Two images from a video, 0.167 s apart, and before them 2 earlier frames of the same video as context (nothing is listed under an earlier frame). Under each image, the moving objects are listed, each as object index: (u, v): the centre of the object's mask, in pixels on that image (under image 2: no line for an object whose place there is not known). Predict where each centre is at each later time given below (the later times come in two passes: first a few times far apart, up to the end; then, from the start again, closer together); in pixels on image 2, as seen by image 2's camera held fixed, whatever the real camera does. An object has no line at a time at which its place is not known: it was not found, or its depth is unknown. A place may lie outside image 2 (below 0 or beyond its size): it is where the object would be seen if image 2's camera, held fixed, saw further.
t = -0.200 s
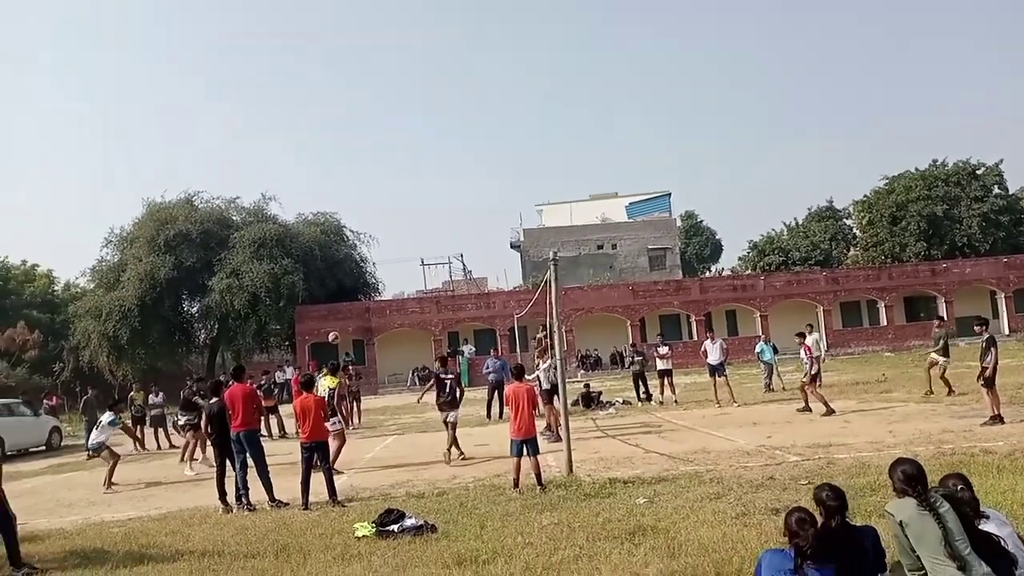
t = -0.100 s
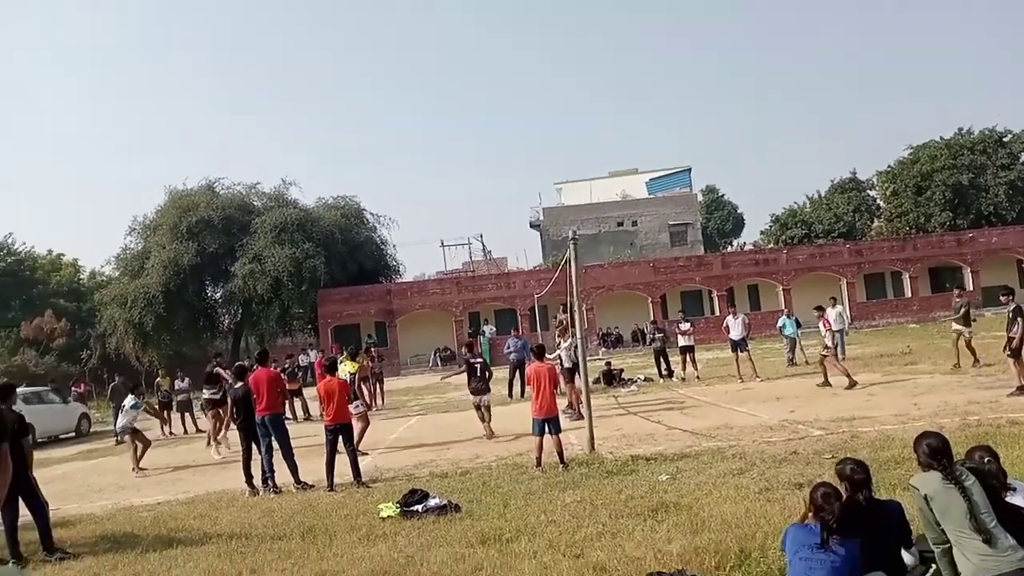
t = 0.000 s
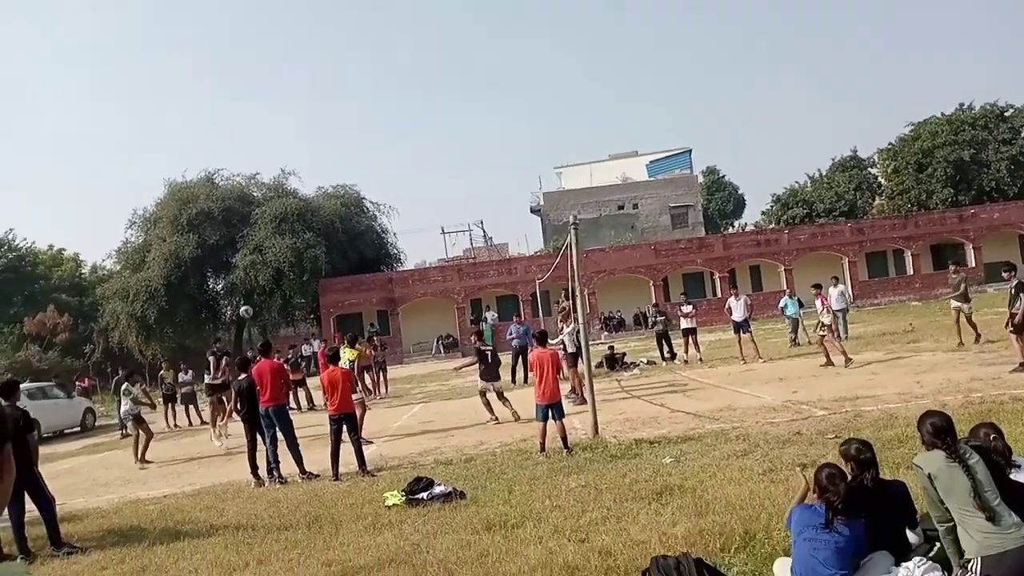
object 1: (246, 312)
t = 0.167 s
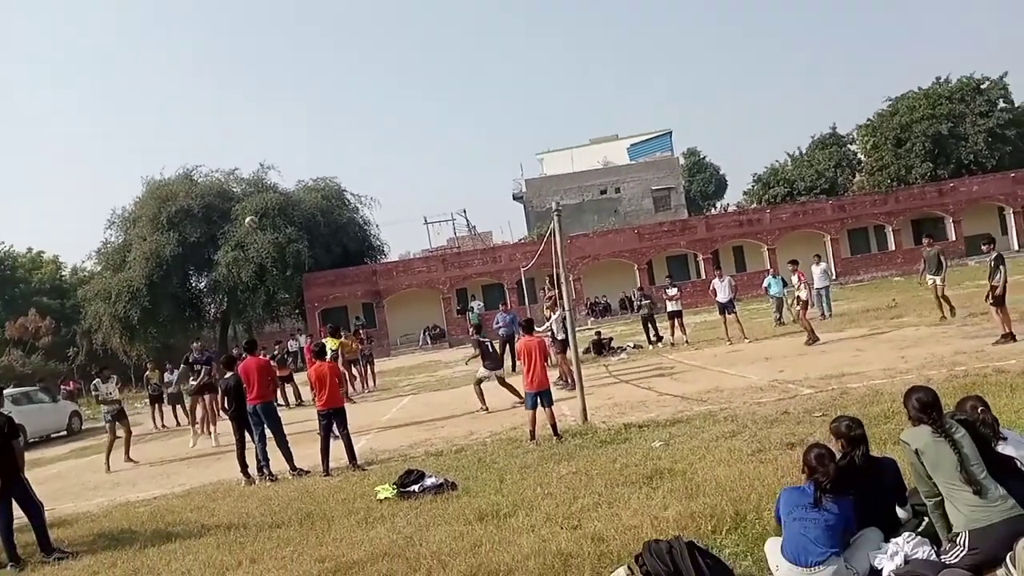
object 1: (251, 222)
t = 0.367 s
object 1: (276, 140)
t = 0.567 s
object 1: (301, 81)
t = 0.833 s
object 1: (334, 37)
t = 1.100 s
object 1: (372, 33)
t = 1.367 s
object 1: (413, 68)
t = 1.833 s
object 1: (504, 223)
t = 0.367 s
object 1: (276, 140)
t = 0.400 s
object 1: (281, 129)
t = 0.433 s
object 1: (285, 118)
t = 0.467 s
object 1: (289, 108)
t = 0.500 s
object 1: (293, 98)
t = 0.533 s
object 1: (297, 90)
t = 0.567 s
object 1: (301, 81)
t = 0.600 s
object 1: (305, 73)
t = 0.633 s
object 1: (309, 67)
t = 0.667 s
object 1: (313, 60)
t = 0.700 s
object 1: (318, 55)
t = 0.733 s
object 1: (322, 50)
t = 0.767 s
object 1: (326, 45)
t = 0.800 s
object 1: (330, 41)
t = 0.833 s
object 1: (334, 37)
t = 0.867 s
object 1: (339, 35)
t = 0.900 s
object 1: (343, 32)
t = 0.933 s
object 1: (348, 31)
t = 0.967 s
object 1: (352, 30)
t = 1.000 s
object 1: (357, 30)
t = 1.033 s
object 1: (361, 31)
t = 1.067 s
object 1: (366, 32)
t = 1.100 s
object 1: (372, 33)
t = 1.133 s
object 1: (376, 35)
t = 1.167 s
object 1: (381, 38)
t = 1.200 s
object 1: (385, 41)
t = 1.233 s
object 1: (390, 44)
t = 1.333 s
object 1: (407, 61)
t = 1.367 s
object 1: (413, 68)
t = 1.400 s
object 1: (418, 75)
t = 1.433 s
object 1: (424, 83)
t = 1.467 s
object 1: (430, 91)
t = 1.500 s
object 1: (435, 100)
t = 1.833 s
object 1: (504, 223)
